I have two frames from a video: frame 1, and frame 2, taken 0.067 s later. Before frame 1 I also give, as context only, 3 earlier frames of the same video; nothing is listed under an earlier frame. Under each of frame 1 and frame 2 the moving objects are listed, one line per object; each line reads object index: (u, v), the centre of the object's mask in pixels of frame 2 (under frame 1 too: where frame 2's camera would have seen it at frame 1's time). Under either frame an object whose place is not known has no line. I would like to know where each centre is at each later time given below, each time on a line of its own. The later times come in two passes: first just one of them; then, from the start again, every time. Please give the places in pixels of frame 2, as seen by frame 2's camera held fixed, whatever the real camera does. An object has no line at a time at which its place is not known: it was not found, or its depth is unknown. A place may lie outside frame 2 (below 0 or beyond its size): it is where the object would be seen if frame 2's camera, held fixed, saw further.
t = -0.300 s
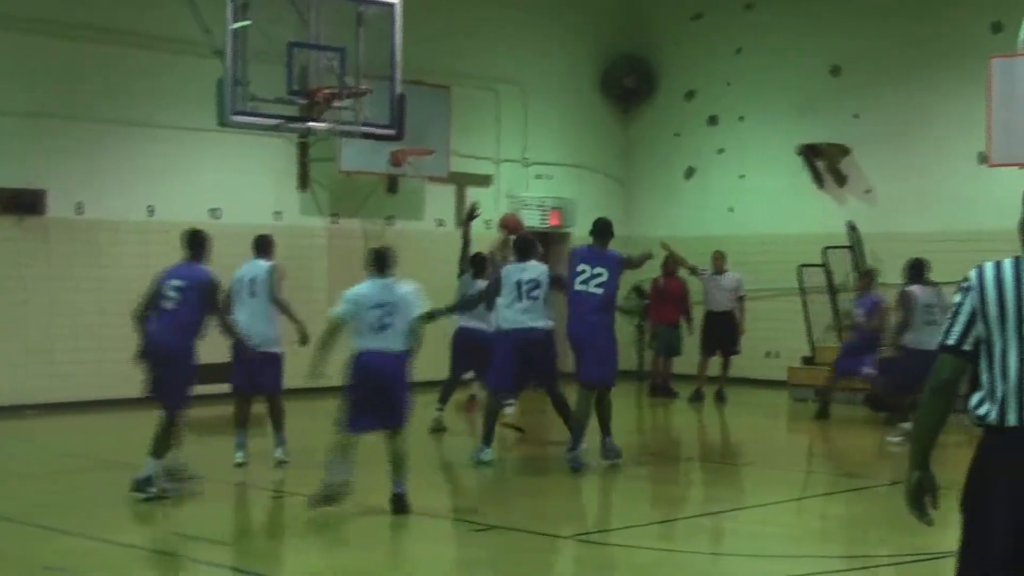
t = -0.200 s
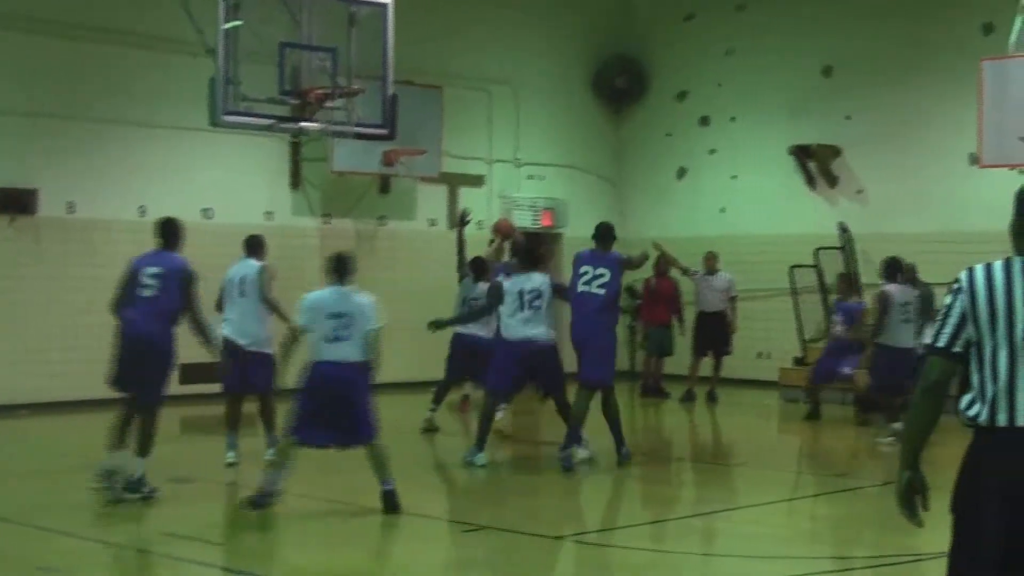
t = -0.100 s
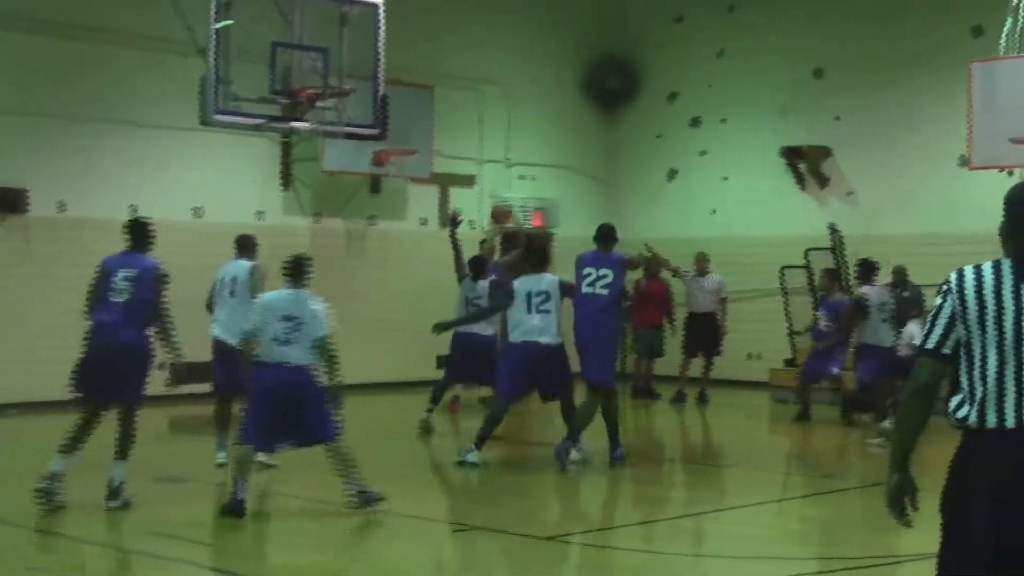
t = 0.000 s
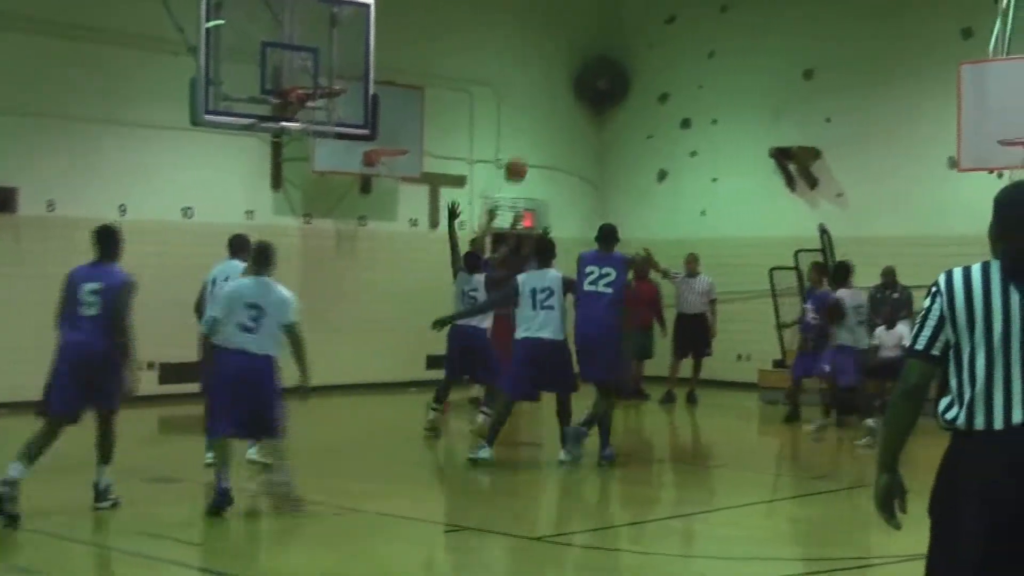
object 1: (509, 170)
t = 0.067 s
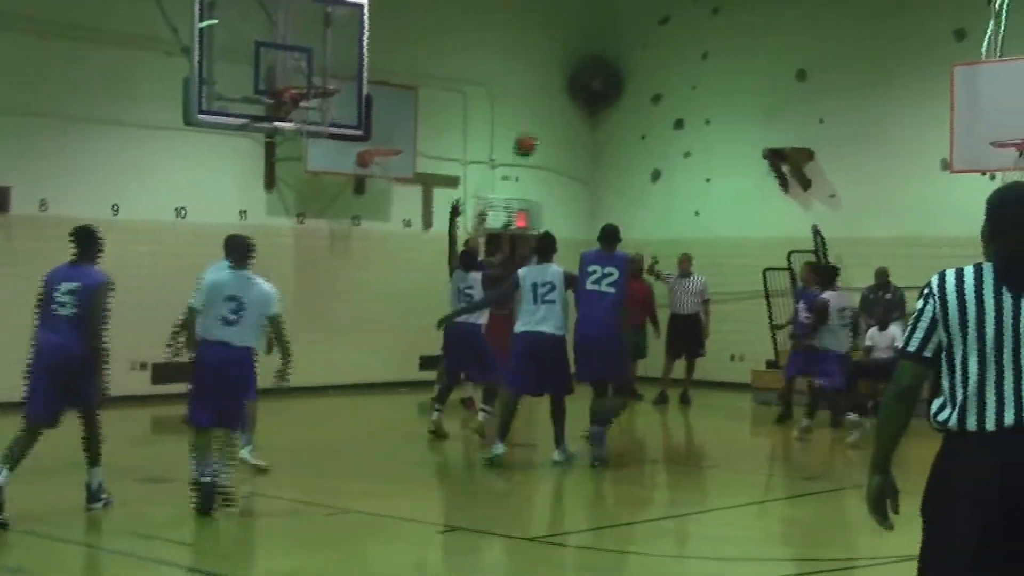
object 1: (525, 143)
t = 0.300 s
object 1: (584, 75)
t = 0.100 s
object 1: (533, 132)
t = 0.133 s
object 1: (541, 121)
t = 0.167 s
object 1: (549, 112)
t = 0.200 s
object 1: (558, 101)
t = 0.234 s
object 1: (566, 92)
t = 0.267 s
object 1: (574, 84)
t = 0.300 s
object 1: (584, 75)
